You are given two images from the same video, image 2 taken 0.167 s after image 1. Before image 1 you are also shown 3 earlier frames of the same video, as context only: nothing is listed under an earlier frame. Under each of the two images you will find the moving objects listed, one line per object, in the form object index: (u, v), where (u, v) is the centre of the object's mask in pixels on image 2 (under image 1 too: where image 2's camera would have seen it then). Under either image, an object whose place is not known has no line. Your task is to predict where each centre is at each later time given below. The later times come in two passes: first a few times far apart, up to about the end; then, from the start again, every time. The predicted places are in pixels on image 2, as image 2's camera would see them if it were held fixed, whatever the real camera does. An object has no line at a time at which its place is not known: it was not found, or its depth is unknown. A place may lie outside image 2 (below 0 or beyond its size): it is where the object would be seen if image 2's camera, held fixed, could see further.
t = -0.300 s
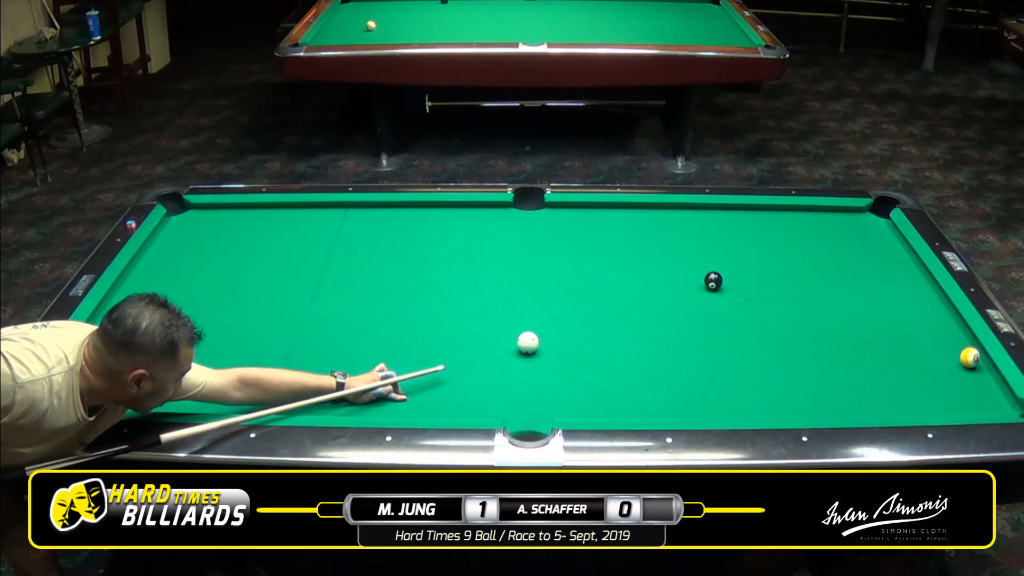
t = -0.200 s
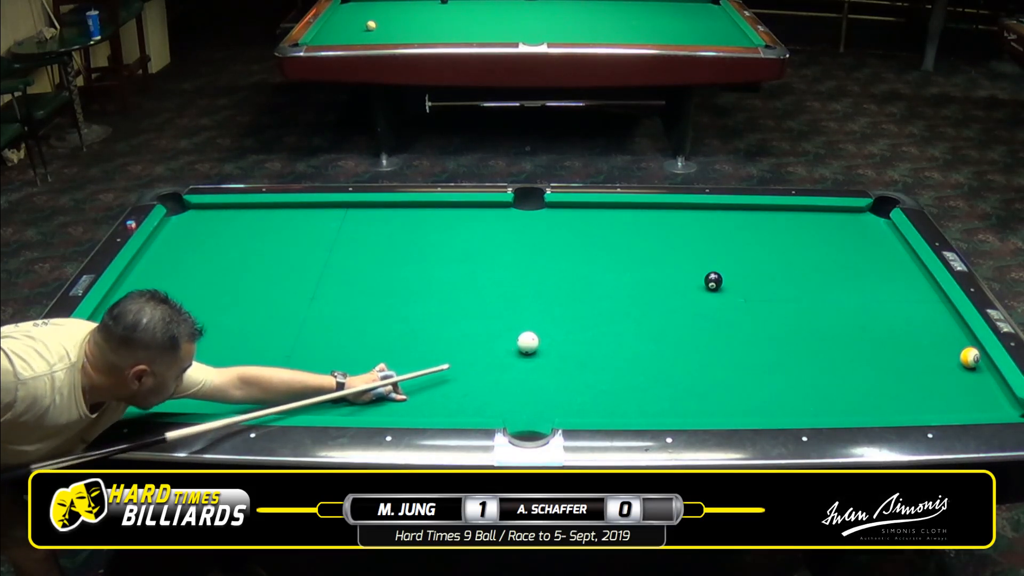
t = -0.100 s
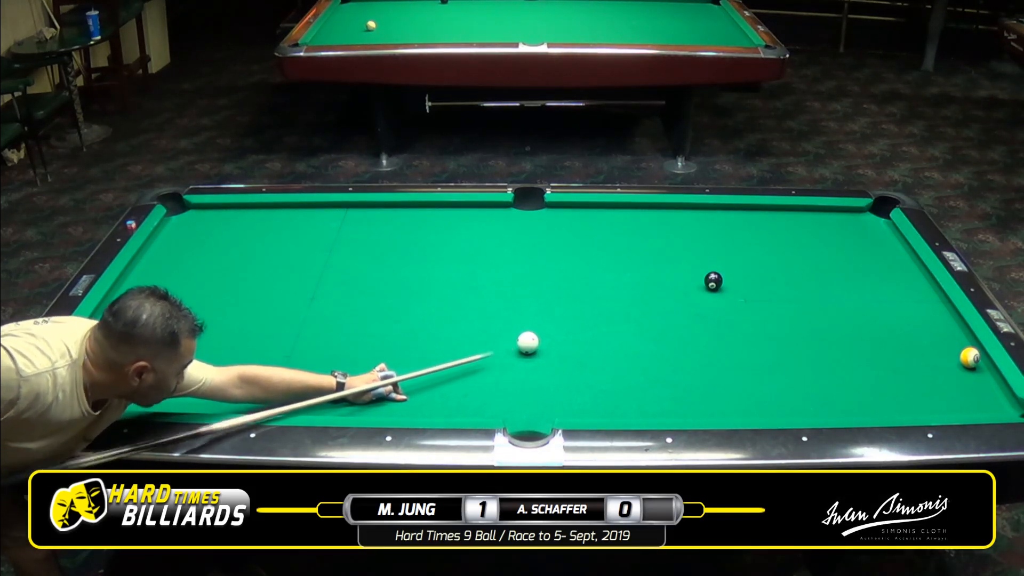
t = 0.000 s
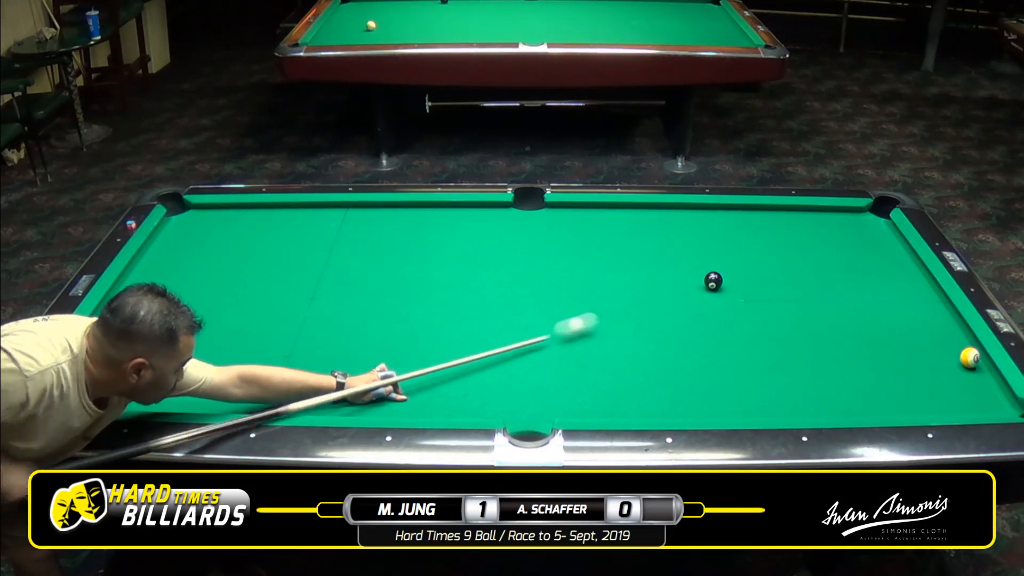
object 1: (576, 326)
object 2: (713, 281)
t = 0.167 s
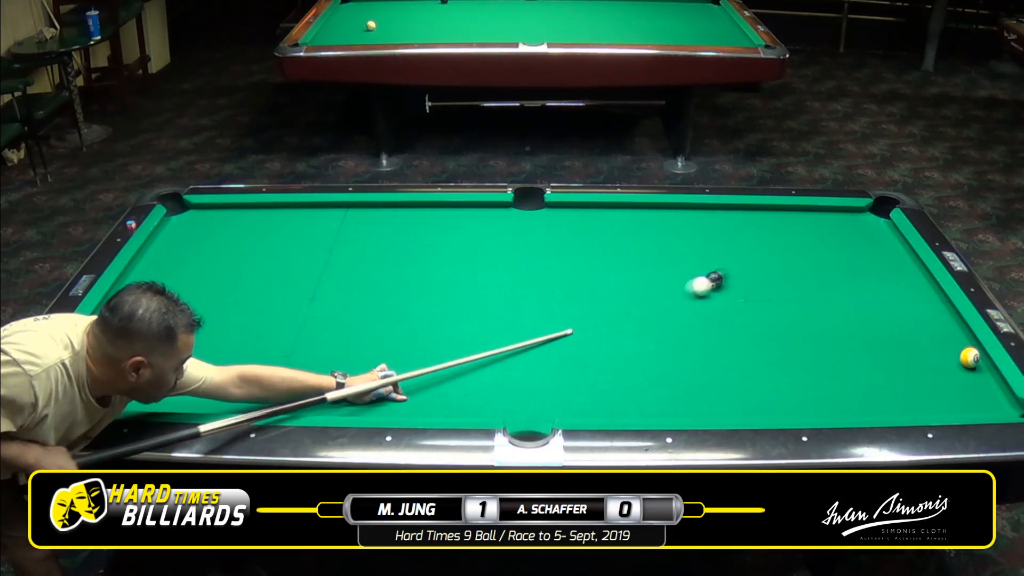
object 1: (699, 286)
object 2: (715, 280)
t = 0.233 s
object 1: (709, 288)
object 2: (746, 265)
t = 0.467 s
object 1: (743, 289)
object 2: (824, 230)
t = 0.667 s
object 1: (771, 289)
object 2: (873, 211)
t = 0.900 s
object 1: (802, 289)
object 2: (868, 213)
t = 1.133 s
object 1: (831, 290)
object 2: (867, 220)
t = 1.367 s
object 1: (858, 290)
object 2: (866, 226)
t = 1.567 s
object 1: (879, 290)
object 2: (865, 230)
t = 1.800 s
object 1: (902, 290)
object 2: (864, 235)
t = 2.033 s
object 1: (924, 290)
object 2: (864, 240)
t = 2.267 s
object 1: (930, 290)
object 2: (863, 245)
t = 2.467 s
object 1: (920, 290)
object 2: (863, 248)
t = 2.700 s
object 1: (909, 290)
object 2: (863, 252)
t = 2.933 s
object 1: (900, 290)
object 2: (863, 255)
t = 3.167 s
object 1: (892, 290)
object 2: (863, 257)
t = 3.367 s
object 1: (886, 290)
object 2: (864, 259)
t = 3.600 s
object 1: (881, 290)
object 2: (864, 260)
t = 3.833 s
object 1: (877, 290)
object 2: (864, 261)
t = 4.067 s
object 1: (874, 289)
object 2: (864, 261)
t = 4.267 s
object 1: (873, 289)
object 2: (864, 261)
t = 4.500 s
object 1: (873, 289)
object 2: (864, 261)
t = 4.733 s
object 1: (873, 289)
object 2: (864, 261)
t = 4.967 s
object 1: (873, 289)
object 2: (864, 261)
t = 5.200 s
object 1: (873, 289)
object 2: (864, 261)
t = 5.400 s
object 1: (872, 289)
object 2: (864, 261)
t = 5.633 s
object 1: (872, 289)
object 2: (864, 261)
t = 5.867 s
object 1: (873, 289)
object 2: (864, 261)
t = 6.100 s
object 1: (873, 289)
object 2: (864, 261)
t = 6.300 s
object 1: (873, 289)
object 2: (864, 261)
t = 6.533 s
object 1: (873, 289)
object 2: (864, 261)
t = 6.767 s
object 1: (873, 289)
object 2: (864, 261)
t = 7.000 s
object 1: (872, 289)
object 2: (864, 261)
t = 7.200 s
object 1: (873, 289)
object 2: (864, 261)
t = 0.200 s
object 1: (705, 287)
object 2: (731, 271)
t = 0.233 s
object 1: (709, 288)
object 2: (746, 265)
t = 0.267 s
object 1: (713, 289)
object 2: (760, 258)
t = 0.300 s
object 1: (718, 289)
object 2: (773, 253)
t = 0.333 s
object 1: (723, 289)
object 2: (785, 248)
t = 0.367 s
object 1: (728, 289)
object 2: (796, 243)
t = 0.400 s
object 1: (733, 289)
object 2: (806, 238)
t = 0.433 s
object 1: (738, 289)
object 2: (815, 234)
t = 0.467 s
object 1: (743, 289)
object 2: (824, 230)
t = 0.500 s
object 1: (748, 289)
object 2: (832, 226)
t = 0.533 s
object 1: (752, 289)
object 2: (840, 222)
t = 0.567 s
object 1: (757, 289)
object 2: (849, 219)
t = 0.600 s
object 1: (762, 289)
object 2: (857, 215)
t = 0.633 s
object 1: (767, 289)
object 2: (864, 211)
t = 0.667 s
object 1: (771, 289)
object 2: (873, 211)
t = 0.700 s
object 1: (776, 289)
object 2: (882, 213)
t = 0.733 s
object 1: (780, 289)
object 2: (878, 213)
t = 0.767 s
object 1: (785, 289)
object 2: (873, 212)
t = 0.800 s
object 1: (789, 290)
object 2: (869, 212)
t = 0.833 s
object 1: (793, 289)
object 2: (869, 212)
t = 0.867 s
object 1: (798, 289)
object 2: (868, 212)
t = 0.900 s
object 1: (802, 289)
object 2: (868, 213)
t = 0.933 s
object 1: (806, 289)
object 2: (868, 215)
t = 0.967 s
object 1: (811, 289)
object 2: (868, 216)
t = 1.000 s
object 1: (815, 290)
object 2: (867, 216)
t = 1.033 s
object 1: (819, 290)
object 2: (867, 217)
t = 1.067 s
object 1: (823, 289)
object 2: (867, 218)
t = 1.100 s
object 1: (827, 290)
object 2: (867, 219)
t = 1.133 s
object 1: (831, 290)
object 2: (867, 220)
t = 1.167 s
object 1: (835, 290)
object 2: (867, 220)
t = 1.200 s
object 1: (839, 290)
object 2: (867, 221)
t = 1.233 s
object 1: (843, 289)
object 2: (866, 222)
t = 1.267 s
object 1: (847, 290)
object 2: (866, 223)
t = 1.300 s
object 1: (850, 289)
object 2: (866, 224)
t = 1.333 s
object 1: (854, 290)
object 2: (866, 225)
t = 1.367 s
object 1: (858, 290)
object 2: (866, 226)
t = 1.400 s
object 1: (861, 290)
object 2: (866, 226)
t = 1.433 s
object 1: (865, 290)
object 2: (866, 227)
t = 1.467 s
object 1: (869, 290)
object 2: (865, 228)
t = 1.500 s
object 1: (872, 289)
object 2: (865, 228)
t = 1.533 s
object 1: (876, 290)
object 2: (865, 229)
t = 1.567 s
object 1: (879, 290)
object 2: (865, 230)
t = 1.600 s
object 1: (883, 290)
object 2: (865, 231)
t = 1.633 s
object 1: (886, 290)
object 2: (865, 232)
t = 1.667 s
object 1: (889, 290)
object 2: (865, 232)
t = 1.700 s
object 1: (893, 290)
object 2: (865, 233)
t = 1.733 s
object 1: (896, 290)
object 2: (864, 234)
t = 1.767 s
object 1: (899, 290)
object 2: (864, 235)
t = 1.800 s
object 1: (902, 290)
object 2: (864, 235)
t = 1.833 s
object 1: (905, 290)
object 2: (864, 236)
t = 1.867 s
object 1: (909, 290)
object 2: (864, 237)
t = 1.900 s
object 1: (912, 290)
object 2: (864, 238)
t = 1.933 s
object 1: (915, 290)
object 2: (864, 238)
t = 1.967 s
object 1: (918, 290)
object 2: (864, 239)
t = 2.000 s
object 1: (920, 290)
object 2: (864, 239)
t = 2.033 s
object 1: (924, 290)
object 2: (864, 240)
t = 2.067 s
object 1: (926, 290)
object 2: (863, 241)
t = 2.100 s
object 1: (929, 290)
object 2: (863, 241)
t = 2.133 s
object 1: (932, 290)
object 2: (863, 242)
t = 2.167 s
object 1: (934, 290)
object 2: (863, 243)
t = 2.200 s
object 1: (934, 290)
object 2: (863, 243)
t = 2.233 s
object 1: (932, 290)
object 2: (863, 244)
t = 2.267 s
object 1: (930, 290)
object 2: (863, 245)
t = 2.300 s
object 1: (928, 290)
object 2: (863, 245)
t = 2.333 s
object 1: (926, 290)
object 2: (863, 246)
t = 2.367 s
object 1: (925, 290)
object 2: (863, 246)
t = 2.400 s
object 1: (923, 290)
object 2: (863, 247)
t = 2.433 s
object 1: (921, 290)
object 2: (863, 248)
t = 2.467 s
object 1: (920, 290)
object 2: (863, 248)
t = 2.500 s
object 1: (918, 290)
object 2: (863, 249)
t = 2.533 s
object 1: (916, 290)
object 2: (863, 249)
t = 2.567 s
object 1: (915, 290)
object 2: (863, 250)
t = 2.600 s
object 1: (914, 290)
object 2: (863, 250)
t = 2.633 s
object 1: (912, 290)
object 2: (863, 250)
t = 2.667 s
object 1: (910, 290)
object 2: (863, 251)
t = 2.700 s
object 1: (909, 290)
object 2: (863, 252)
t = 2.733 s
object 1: (907, 290)
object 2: (863, 252)
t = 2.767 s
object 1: (906, 290)
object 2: (863, 252)
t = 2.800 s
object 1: (905, 290)
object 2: (863, 253)
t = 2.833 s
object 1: (904, 290)
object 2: (863, 253)
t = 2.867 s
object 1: (902, 290)
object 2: (863, 254)
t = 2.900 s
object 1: (901, 290)
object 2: (863, 254)
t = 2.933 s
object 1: (900, 290)
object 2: (863, 255)
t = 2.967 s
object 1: (899, 290)
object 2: (863, 255)
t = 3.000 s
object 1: (898, 290)
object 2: (863, 255)
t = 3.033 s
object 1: (896, 290)
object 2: (863, 256)
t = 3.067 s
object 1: (895, 290)
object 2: (863, 256)
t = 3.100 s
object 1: (894, 290)
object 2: (863, 256)
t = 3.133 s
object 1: (893, 290)
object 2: (863, 257)
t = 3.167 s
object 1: (892, 290)
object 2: (863, 257)
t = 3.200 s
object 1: (891, 290)
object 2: (863, 257)
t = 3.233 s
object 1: (890, 290)
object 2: (863, 258)
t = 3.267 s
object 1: (889, 290)
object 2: (864, 258)
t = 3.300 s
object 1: (888, 290)
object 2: (863, 258)
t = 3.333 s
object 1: (887, 290)
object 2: (864, 259)
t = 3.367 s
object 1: (886, 290)
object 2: (864, 259)
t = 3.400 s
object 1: (885, 290)
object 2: (864, 259)
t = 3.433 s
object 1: (884, 290)
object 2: (864, 259)
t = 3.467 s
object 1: (884, 290)
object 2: (864, 259)
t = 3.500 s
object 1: (883, 290)
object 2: (864, 260)
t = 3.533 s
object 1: (882, 290)
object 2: (864, 260)
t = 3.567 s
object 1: (881, 290)
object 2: (864, 260)
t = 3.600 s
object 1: (881, 290)
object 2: (864, 260)
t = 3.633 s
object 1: (880, 290)
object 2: (864, 260)
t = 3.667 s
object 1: (880, 290)
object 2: (864, 260)
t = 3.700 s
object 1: (879, 290)
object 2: (864, 261)
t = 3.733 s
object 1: (878, 290)
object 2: (864, 261)
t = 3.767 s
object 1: (878, 290)
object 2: (864, 261)
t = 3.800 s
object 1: (877, 290)
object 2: (864, 261)
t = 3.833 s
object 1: (877, 290)
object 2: (864, 261)
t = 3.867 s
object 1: (876, 290)
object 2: (864, 261)
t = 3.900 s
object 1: (876, 290)
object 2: (864, 261)
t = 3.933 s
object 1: (875, 290)
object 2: (864, 261)
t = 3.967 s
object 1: (875, 290)
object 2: (864, 261)
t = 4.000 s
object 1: (874, 290)
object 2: (864, 261)
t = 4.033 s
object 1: (874, 289)
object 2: (864, 261)
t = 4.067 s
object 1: (874, 289)
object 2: (864, 261)
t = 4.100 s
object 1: (874, 289)
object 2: (864, 261)
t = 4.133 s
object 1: (873, 289)
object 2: (864, 261)
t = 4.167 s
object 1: (873, 289)
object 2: (864, 261)
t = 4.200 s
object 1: (873, 289)
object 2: (864, 261)
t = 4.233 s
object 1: (873, 289)
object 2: (864, 261)
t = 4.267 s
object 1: (873, 289)
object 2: (864, 261)
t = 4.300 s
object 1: (872, 289)
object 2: (864, 261)
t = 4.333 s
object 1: (872, 289)
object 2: (864, 261)
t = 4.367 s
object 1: (873, 289)
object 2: (864, 261)
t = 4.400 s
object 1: (873, 289)
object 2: (864, 261)
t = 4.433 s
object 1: (873, 289)
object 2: (864, 261)
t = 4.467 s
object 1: (872, 289)
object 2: (864, 261)
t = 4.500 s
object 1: (873, 289)
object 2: (864, 261)
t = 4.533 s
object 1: (873, 289)
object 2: (864, 261)
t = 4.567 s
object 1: (873, 289)
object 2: (864, 261)
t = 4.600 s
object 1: (873, 289)
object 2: (864, 261)
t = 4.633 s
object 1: (872, 289)
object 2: (864, 261)
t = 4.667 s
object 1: (873, 289)
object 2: (864, 261)
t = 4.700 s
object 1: (873, 289)
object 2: (864, 261)
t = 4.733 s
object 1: (873, 289)
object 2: (864, 261)
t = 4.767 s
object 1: (873, 289)
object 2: (864, 261)
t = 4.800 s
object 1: (873, 289)
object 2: (864, 261)
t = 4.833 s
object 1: (873, 289)
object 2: (864, 261)
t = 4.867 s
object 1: (872, 289)
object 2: (864, 261)
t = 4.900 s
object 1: (872, 289)
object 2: (864, 261)
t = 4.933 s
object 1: (873, 289)
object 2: (864, 261)
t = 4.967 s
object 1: (873, 289)
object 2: (864, 261)
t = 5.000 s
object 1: (872, 289)
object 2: (864, 261)
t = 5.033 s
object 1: (873, 289)
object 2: (864, 261)
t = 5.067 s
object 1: (873, 289)
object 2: (864, 261)
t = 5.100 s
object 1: (873, 289)
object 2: (864, 261)
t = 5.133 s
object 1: (872, 289)
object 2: (864, 261)
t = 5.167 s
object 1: (873, 289)
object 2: (864, 261)
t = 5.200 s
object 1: (873, 289)
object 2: (864, 261)
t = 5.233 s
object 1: (872, 289)
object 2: (864, 261)
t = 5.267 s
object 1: (873, 289)
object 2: (864, 261)
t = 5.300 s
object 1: (873, 289)
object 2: (864, 261)
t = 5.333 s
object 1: (872, 289)
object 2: (864, 261)
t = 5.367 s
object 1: (872, 289)
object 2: (864, 261)
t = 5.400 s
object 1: (872, 289)
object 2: (864, 261)
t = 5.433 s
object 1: (873, 289)
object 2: (864, 261)
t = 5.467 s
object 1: (872, 289)
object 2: (864, 261)
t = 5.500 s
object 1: (873, 289)
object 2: (864, 261)
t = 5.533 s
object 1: (873, 289)
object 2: (864, 261)
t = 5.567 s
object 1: (873, 289)
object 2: (864, 261)
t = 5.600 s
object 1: (873, 289)
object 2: (864, 261)
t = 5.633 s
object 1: (872, 289)
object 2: (864, 261)
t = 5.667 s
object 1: (872, 289)
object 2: (864, 261)
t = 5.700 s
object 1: (872, 289)
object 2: (864, 261)
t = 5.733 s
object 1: (873, 289)
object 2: (864, 261)
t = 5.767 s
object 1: (873, 289)
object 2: (864, 261)
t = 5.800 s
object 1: (872, 289)
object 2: (864, 261)
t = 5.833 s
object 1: (873, 289)
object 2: (864, 261)
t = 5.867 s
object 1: (873, 289)
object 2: (864, 261)
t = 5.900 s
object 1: (873, 289)
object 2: (864, 261)
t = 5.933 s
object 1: (872, 289)
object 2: (864, 261)
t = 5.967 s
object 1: (872, 289)
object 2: (864, 261)
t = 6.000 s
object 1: (873, 289)
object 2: (864, 261)
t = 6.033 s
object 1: (873, 289)
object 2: (864, 261)
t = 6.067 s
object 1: (873, 289)
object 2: (864, 261)
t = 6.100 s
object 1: (873, 289)
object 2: (864, 261)
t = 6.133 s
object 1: (872, 289)
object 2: (864, 261)
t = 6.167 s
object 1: (873, 289)
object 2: (864, 261)
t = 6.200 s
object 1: (873, 289)
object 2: (864, 261)
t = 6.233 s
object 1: (873, 289)
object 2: (864, 261)
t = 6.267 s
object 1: (872, 289)
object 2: (864, 261)
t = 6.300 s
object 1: (873, 289)
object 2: (864, 261)
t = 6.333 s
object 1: (873, 289)
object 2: (864, 261)
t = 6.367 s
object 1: (873, 289)
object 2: (864, 261)
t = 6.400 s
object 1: (872, 289)
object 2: (864, 261)
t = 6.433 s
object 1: (873, 289)
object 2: (864, 261)
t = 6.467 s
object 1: (873, 289)
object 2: (864, 261)
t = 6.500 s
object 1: (873, 289)
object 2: (864, 261)
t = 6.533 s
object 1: (873, 289)
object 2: (864, 261)
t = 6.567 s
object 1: (872, 289)
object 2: (864, 261)
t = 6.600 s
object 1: (873, 289)
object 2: (864, 261)
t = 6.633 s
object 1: (873, 289)
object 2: (864, 261)
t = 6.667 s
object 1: (873, 289)
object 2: (864, 261)
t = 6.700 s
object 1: (873, 289)
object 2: (864, 261)
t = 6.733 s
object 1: (873, 289)
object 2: (864, 261)
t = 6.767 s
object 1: (873, 289)
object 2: (864, 261)
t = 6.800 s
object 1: (873, 289)
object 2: (864, 261)
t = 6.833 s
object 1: (873, 289)
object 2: (864, 261)
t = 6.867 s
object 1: (873, 289)
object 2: (864, 261)
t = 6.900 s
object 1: (873, 289)
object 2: (864, 261)
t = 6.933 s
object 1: (873, 289)
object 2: (864, 261)
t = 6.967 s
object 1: (873, 289)
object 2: (864, 261)
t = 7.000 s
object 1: (872, 289)
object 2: (864, 261)
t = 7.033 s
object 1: (872, 289)
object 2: (864, 261)
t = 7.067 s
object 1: (872, 289)
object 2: (864, 261)
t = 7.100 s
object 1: (873, 289)
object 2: (864, 261)
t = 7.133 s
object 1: (872, 289)
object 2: (864, 261)
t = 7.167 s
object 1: (872, 289)
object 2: (864, 261)
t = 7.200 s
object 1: (873, 289)
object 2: (864, 261)
